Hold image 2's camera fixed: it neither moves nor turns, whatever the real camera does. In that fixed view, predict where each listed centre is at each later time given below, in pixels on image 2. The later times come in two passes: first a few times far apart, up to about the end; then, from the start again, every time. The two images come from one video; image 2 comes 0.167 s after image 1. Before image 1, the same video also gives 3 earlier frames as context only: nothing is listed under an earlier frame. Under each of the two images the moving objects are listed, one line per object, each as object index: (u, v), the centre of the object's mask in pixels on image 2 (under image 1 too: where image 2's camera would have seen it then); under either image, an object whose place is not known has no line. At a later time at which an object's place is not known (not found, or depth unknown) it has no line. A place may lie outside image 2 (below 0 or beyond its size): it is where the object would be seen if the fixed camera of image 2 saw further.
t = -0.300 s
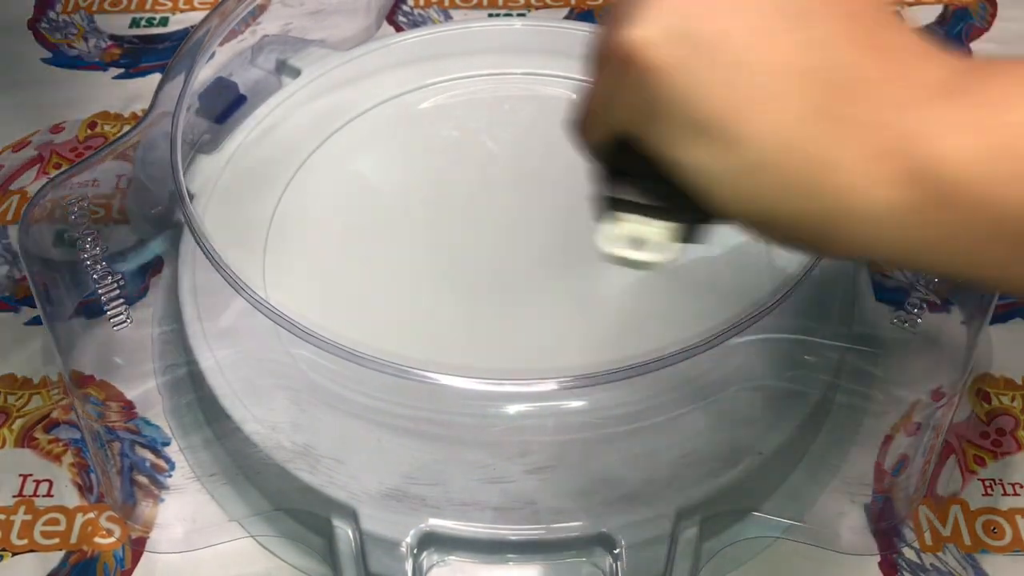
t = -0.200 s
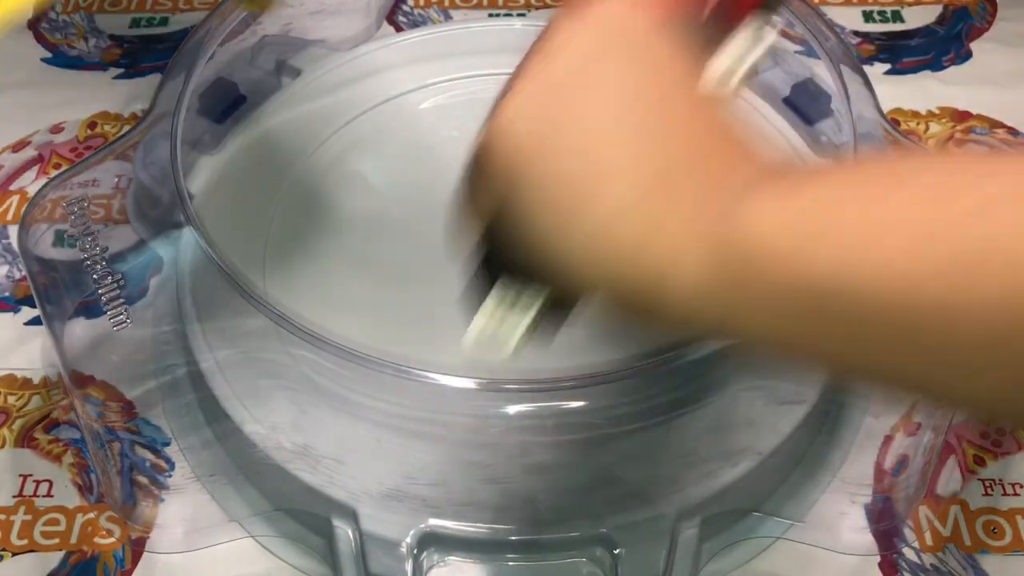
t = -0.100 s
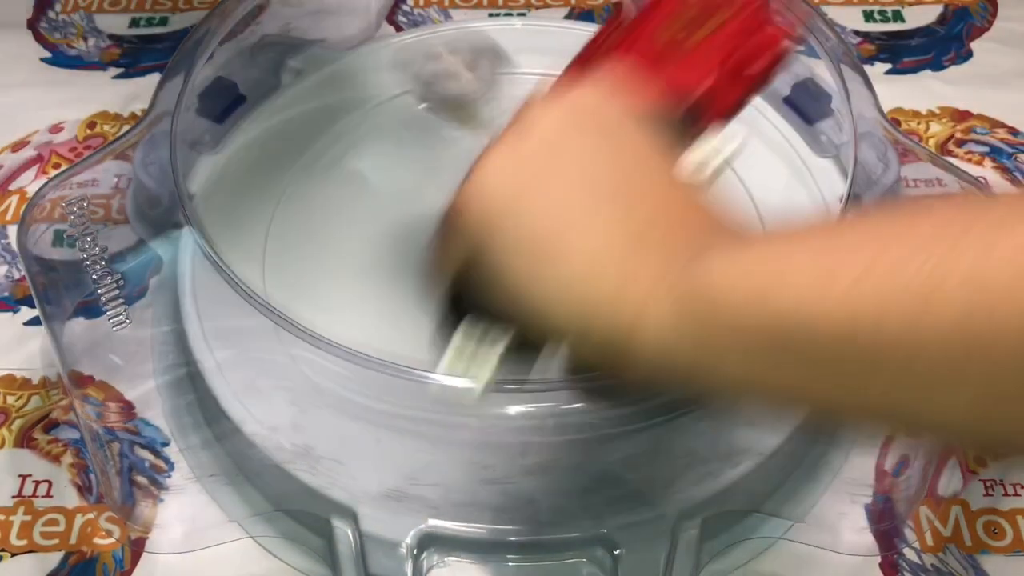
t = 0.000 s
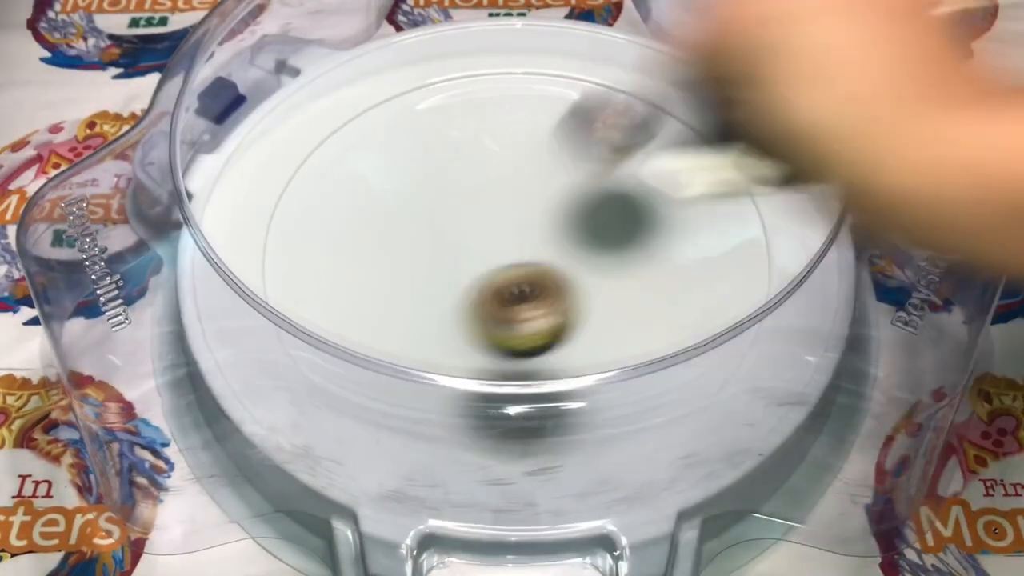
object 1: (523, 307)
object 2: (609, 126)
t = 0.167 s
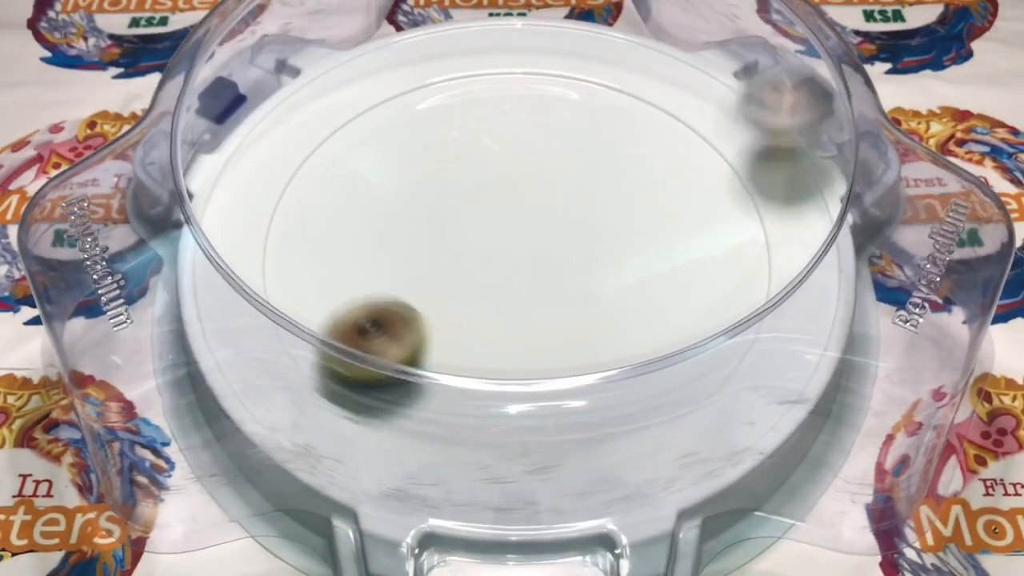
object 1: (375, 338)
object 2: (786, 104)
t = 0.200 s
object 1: (365, 321)
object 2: (768, 141)
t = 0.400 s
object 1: (392, 243)
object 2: (524, 191)
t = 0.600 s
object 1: (354, 204)
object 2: (522, 203)
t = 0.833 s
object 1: (398, 234)
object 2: (497, 211)
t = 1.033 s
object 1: (400, 273)
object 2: (503, 187)
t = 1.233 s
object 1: (472, 283)
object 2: (473, 198)
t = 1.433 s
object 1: (524, 282)
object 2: (492, 160)
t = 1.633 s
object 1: (556, 223)
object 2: (452, 153)
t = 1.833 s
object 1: (549, 177)
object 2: (444, 178)
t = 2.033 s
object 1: (520, 143)
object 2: (456, 207)
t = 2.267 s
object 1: (482, 144)
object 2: (529, 220)
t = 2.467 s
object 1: (457, 195)
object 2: (557, 197)
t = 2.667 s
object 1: (506, 250)
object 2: (571, 188)
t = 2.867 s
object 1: (600, 258)
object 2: (558, 184)
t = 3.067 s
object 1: (657, 192)
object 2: (555, 194)
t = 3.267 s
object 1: (595, 120)
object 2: (555, 212)
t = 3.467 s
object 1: (438, 157)
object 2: (550, 229)
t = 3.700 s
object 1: (406, 345)
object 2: (553, 251)
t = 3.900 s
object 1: (633, 415)
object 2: (560, 265)
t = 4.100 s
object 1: (744, 225)
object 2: (555, 275)
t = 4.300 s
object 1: (603, 70)
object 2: (536, 269)
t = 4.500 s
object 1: (351, 102)
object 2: (508, 251)
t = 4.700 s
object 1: (296, 318)
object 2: (498, 244)
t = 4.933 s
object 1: (633, 413)
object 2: (492, 241)
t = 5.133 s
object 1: (752, 203)
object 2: (488, 239)
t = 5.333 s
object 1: (556, 62)
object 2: (486, 230)
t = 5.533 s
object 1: (331, 123)
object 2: (498, 211)
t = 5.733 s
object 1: (300, 315)
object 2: (512, 212)
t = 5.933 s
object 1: (566, 428)
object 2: (519, 213)
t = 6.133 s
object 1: (759, 246)
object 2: (535, 218)
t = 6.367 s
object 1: (588, 65)
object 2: (543, 223)
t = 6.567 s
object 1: (380, 96)
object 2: (558, 221)
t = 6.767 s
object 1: (306, 249)
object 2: (555, 229)
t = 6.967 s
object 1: (484, 403)
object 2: (546, 237)
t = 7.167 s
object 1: (740, 312)
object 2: (535, 247)
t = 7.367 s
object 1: (695, 119)
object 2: (521, 249)
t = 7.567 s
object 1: (491, 65)
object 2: (516, 252)
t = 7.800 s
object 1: (319, 191)
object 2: (504, 246)
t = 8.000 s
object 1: (396, 376)
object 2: (500, 241)
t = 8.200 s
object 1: (666, 370)
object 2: (501, 231)
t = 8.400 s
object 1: (748, 190)
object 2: (504, 226)
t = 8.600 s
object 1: (583, 71)
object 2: (509, 216)
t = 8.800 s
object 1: (387, 109)
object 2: (522, 213)
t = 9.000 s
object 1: (322, 276)
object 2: (530, 212)
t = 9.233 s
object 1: (570, 405)
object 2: (537, 217)
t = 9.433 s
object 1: (746, 255)
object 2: (545, 225)
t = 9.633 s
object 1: (663, 102)
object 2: (546, 236)
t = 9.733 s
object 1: (574, 73)
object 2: (545, 238)
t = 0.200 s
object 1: (365, 321)
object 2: (768, 141)
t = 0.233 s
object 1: (354, 310)
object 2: (730, 123)
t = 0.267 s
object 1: (350, 299)
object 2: (695, 124)
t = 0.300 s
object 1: (354, 286)
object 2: (654, 140)
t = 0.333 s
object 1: (363, 269)
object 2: (606, 175)
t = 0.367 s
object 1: (376, 254)
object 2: (566, 196)
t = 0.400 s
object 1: (392, 243)
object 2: (524, 191)
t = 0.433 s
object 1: (405, 230)
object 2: (493, 194)
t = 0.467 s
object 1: (387, 210)
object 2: (498, 189)
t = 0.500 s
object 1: (375, 204)
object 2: (505, 197)
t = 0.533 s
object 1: (364, 210)
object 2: (511, 197)
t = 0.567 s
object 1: (357, 204)
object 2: (517, 199)
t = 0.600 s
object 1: (354, 204)
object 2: (522, 203)
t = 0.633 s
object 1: (354, 204)
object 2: (526, 207)
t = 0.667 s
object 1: (356, 205)
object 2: (527, 210)
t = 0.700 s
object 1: (362, 210)
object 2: (525, 213)
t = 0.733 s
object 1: (370, 215)
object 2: (520, 214)
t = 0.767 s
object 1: (380, 221)
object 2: (512, 215)
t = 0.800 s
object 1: (391, 227)
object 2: (502, 213)
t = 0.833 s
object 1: (398, 234)
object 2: (497, 211)
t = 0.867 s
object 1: (395, 242)
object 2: (504, 207)
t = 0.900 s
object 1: (393, 249)
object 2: (509, 204)
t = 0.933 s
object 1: (392, 256)
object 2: (511, 200)
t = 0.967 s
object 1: (393, 262)
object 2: (510, 195)
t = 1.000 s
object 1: (395, 268)
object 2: (508, 190)
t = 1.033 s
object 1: (400, 273)
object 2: (503, 187)
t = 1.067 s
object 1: (407, 278)
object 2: (497, 184)
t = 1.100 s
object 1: (418, 284)
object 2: (490, 184)
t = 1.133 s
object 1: (432, 288)
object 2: (483, 186)
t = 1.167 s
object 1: (445, 290)
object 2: (478, 189)
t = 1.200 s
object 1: (459, 288)
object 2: (474, 194)
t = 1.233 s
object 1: (472, 283)
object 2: (473, 198)
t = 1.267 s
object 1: (484, 280)
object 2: (475, 197)
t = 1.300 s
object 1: (493, 288)
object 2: (481, 181)
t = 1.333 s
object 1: (501, 291)
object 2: (487, 169)
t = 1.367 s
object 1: (509, 292)
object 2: (491, 162)
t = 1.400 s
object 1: (517, 289)
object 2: (492, 160)
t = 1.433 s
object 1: (524, 282)
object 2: (492, 160)
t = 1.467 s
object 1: (529, 272)
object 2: (489, 162)
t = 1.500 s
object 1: (534, 261)
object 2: (485, 165)
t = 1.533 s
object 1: (537, 248)
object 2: (480, 169)
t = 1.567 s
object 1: (540, 234)
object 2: (476, 171)
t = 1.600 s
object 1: (549, 229)
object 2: (463, 161)
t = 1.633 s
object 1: (556, 223)
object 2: (452, 153)
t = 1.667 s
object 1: (561, 216)
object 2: (445, 150)
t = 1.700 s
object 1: (563, 209)
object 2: (441, 151)
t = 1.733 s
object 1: (562, 199)
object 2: (440, 156)
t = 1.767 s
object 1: (559, 192)
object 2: (440, 163)
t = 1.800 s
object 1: (555, 185)
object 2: (441, 171)
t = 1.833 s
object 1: (549, 177)
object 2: (444, 178)
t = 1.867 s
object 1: (542, 169)
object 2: (445, 185)
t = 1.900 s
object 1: (538, 161)
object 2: (442, 190)
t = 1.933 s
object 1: (533, 155)
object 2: (442, 194)
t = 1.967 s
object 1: (527, 150)
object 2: (446, 198)
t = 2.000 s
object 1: (523, 147)
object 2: (451, 202)
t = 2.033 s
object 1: (520, 143)
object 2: (456, 207)
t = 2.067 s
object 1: (517, 140)
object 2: (464, 210)
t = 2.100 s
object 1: (512, 139)
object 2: (474, 213)
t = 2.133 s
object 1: (507, 137)
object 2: (486, 217)
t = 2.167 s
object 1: (502, 136)
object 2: (496, 219)
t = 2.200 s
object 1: (496, 137)
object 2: (508, 221)
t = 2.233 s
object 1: (490, 139)
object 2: (519, 221)
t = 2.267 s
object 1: (482, 144)
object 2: (529, 220)
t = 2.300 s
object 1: (474, 150)
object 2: (536, 217)
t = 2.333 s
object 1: (466, 158)
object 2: (542, 214)
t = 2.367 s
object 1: (460, 167)
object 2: (547, 210)
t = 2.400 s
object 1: (455, 176)
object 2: (552, 205)
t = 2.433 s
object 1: (454, 185)
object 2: (555, 201)
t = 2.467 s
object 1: (457, 195)
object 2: (557, 197)
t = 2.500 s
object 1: (461, 205)
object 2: (560, 194)
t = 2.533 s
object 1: (467, 215)
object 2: (563, 193)
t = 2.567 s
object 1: (475, 225)
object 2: (567, 192)
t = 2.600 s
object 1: (484, 235)
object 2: (569, 191)
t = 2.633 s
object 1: (494, 244)
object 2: (570, 190)
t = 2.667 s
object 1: (506, 250)
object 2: (571, 188)
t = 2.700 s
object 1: (518, 258)
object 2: (570, 186)
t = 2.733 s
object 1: (534, 263)
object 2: (569, 185)
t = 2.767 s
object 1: (551, 265)
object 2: (567, 184)
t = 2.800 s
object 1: (567, 266)
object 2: (564, 184)
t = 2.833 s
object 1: (585, 264)
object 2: (561, 184)
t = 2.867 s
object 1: (600, 258)
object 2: (558, 184)
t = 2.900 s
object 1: (614, 252)
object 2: (555, 185)
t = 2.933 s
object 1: (628, 243)
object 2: (554, 186)
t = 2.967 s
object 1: (640, 232)
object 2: (554, 187)
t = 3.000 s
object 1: (648, 219)
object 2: (554, 189)
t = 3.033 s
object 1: (654, 207)
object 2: (555, 192)
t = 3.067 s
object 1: (657, 192)
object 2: (555, 194)
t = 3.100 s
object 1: (657, 179)
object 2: (555, 196)
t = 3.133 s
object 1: (652, 165)
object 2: (555, 199)
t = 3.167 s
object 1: (644, 152)
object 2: (555, 202)
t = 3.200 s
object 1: (631, 139)
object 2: (556, 205)
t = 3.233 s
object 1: (615, 129)
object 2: (556, 209)
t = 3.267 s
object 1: (595, 120)
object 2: (555, 212)
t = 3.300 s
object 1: (571, 116)
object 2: (555, 214)
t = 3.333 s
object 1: (545, 116)
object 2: (554, 218)
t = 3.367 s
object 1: (518, 119)
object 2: (553, 220)
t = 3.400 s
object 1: (491, 128)
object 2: (552, 223)
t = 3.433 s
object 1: (463, 140)
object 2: (551, 226)
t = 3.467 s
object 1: (438, 157)
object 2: (550, 229)
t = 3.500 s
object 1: (416, 178)
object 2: (549, 232)
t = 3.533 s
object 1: (399, 202)
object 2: (549, 235)
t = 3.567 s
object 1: (387, 228)
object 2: (549, 238)
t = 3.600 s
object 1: (380, 258)
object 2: (549, 241)
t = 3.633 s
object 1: (380, 289)
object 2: (550, 244)
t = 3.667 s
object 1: (389, 315)
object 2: (551, 247)
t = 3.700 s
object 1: (406, 345)
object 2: (553, 251)
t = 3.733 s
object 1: (431, 372)
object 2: (554, 254)
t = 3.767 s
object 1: (460, 400)
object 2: (556, 257)
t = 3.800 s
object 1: (500, 416)
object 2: (557, 259)
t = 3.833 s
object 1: (545, 429)
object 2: (558, 262)
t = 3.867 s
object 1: (588, 426)
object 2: (559, 263)
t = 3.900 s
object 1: (633, 415)
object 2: (560, 265)
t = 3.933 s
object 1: (664, 387)
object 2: (560, 267)
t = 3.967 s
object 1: (692, 357)
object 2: (561, 269)
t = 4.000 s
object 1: (716, 326)
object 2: (560, 271)
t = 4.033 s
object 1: (733, 293)
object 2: (559, 273)
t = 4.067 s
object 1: (743, 260)
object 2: (557, 275)
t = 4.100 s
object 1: (744, 225)
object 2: (555, 275)
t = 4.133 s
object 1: (737, 191)
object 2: (553, 275)
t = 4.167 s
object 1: (721, 159)
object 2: (551, 275)
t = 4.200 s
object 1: (701, 130)
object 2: (548, 274)
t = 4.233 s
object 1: (674, 104)
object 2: (544, 272)
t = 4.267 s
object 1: (641, 83)
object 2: (540, 271)
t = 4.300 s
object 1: (603, 70)
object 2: (536, 269)
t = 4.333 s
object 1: (558, 62)
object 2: (531, 266)
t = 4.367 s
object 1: (514, 60)
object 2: (526, 263)
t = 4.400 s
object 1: (470, 63)
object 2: (521, 260)
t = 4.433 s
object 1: (429, 71)
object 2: (516, 257)
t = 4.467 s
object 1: (388, 84)
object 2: (512, 254)
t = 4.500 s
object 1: (351, 102)
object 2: (508, 251)
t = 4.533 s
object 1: (322, 129)
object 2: (505, 249)
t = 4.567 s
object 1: (298, 162)
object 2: (503, 246)
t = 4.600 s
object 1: (279, 199)
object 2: (502, 245)
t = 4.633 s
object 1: (272, 237)
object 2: (500, 244)
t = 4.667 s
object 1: (284, 271)
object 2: (499, 244)
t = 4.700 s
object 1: (296, 318)
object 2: (498, 244)
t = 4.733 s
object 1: (324, 354)
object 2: (496, 245)
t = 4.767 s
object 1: (366, 387)
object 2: (495, 244)
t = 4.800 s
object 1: (410, 416)
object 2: (493, 244)
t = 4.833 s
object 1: (464, 428)
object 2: (493, 243)
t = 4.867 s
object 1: (522, 432)
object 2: (492, 243)
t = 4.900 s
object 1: (581, 426)
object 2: (492, 242)
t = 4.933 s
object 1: (633, 413)
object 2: (492, 241)
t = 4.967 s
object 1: (673, 386)
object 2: (491, 241)
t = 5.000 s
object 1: (711, 351)
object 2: (491, 241)
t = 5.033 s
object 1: (737, 320)
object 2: (491, 240)
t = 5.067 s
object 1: (745, 277)
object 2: (490, 240)
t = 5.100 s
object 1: (759, 243)
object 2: (489, 239)
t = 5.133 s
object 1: (752, 203)
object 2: (488, 239)
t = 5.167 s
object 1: (737, 166)
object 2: (487, 237)
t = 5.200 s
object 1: (711, 132)
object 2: (486, 236)
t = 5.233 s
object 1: (678, 105)
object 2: (486, 234)
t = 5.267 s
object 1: (640, 83)
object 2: (485, 233)
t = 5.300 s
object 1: (600, 70)
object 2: (486, 232)
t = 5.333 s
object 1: (556, 62)
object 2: (486, 230)
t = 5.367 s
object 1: (513, 58)
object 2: (486, 227)
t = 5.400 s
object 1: (471, 60)
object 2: (487, 223)
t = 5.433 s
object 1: (431, 69)
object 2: (488, 220)
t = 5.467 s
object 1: (394, 83)
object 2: (491, 217)
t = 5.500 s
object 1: (360, 98)
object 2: (494, 214)
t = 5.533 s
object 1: (331, 123)
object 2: (498, 211)
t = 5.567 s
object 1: (307, 150)
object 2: (501, 210)
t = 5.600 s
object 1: (289, 181)
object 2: (504, 210)
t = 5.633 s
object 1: (277, 211)
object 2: (507, 210)
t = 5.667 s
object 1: (273, 243)
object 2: (510, 210)
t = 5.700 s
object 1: (288, 275)
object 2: (511, 211)
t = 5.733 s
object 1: (300, 315)
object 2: (512, 212)
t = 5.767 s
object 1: (324, 351)
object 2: (513, 213)
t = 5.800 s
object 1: (361, 380)
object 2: (514, 213)
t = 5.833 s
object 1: (404, 413)
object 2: (514, 213)
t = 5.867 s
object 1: (453, 427)
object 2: (515, 213)
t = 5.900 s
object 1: (511, 432)
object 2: (517, 212)
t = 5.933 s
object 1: (566, 428)
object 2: (519, 213)
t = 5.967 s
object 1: (623, 417)
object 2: (522, 213)
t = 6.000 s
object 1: (670, 384)
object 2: (525, 214)
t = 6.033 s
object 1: (709, 354)
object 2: (527, 215)
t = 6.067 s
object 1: (735, 325)
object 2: (530, 216)
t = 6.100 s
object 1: (754, 285)
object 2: (532, 217)
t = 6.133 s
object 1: (759, 246)
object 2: (535, 218)
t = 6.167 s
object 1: (755, 210)
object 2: (537, 218)
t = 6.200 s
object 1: (741, 174)
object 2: (539, 219)
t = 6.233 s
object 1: (720, 143)
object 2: (541, 220)
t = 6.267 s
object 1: (691, 115)
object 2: (541, 222)
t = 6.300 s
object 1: (659, 94)
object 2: (542, 222)
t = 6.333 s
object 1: (625, 77)
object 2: (542, 223)
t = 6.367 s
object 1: (588, 65)
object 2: (543, 223)
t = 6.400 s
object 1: (548, 59)
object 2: (543, 223)
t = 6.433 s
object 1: (511, 57)
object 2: (545, 222)
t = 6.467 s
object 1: (475, 62)
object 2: (548, 221)
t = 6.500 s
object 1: (440, 70)
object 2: (552, 220)
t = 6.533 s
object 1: (408, 82)
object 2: (555, 221)
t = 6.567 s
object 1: (380, 96)
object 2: (558, 221)
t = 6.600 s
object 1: (357, 115)
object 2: (560, 222)
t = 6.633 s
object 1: (338, 139)
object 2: (561, 224)
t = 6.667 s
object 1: (322, 163)
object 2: (561, 225)
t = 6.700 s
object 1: (312, 188)
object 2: (559, 226)
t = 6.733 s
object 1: (306, 218)
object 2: (558, 228)
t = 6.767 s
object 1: (306, 249)
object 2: (555, 229)
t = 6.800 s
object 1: (316, 281)
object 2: (554, 230)
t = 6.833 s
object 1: (339, 306)
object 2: (552, 231)
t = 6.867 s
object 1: (360, 340)
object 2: (550, 232)
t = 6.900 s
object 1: (397, 365)
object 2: (549, 234)
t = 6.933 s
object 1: (437, 388)
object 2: (548, 235)
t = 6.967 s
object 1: (484, 403)
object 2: (546, 237)
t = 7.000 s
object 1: (535, 409)
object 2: (545, 238)
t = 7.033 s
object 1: (589, 407)
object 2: (543, 240)
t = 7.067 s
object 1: (640, 391)
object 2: (542, 242)
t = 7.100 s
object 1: (682, 371)
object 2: (540, 244)
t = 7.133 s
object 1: (720, 344)
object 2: (538, 245)
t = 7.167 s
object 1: (740, 312)
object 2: (535, 247)
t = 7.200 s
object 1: (747, 272)
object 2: (533, 248)
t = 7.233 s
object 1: (757, 241)
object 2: (530, 249)
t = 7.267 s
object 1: (754, 207)
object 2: (527, 249)
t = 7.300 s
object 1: (740, 172)
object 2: (525, 249)
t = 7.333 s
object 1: (721, 145)
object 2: (522, 250)
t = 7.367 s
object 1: (695, 119)
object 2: (521, 249)
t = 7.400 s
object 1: (665, 98)
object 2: (520, 250)
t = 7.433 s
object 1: (632, 81)
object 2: (519, 250)
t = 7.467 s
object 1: (599, 70)
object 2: (519, 250)
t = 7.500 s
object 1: (561, 63)
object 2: (518, 250)
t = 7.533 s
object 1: (525, 61)
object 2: (517, 251)
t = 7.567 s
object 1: (491, 65)
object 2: (516, 252)
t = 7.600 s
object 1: (460, 72)
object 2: (514, 252)
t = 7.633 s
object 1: (429, 83)
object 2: (512, 251)
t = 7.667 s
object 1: (400, 97)
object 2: (509, 251)
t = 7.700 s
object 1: (375, 115)
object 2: (507, 249)
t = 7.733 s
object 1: (352, 137)
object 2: (505, 248)
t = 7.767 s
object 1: (333, 161)
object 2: (505, 247)
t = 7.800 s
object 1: (319, 191)
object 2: (504, 246)
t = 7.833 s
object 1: (312, 221)
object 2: (504, 245)
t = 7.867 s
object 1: (312, 254)
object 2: (503, 245)
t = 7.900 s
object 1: (323, 287)
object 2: (503, 244)
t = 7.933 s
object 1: (344, 310)
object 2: (502, 244)
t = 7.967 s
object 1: (365, 342)
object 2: (501, 242)
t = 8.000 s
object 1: (396, 376)
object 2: (500, 241)
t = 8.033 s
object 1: (435, 396)
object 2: (499, 240)
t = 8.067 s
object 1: (480, 408)
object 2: (498, 238)
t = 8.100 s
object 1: (528, 411)
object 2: (499, 236)
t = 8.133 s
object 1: (576, 406)
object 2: (499, 235)
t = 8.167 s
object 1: (625, 390)
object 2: (500, 233)
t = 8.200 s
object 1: (666, 370)
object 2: (501, 231)
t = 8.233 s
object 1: (699, 346)
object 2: (502, 230)
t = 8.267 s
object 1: (726, 316)
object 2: (503, 230)
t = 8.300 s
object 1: (738, 282)
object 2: (503, 229)
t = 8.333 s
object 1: (754, 254)
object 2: (504, 228)
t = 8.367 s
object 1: (756, 221)
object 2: (504, 227)
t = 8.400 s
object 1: (748, 190)
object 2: (504, 226)
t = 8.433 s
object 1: (730, 161)
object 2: (505, 225)
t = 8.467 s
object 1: (709, 134)
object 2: (505, 223)
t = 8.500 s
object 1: (682, 112)
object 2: (506, 222)
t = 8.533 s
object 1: (652, 94)
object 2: (506, 220)
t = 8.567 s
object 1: (619, 80)
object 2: (508, 218)
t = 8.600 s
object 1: (583, 71)
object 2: (509, 216)
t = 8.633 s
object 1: (547, 66)
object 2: (512, 215)
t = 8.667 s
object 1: (511, 65)
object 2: (515, 213)
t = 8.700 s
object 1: (478, 70)
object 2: (518, 213)
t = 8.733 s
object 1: (446, 78)
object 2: (520, 212)
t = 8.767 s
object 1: (416, 91)
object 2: (521, 213)
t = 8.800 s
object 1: (387, 109)
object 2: (522, 213)
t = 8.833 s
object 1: (362, 129)
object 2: (523, 212)
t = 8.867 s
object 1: (340, 154)
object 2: (524, 211)
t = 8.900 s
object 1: (324, 182)
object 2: (525, 211)
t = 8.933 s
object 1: (317, 212)
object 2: (527, 211)
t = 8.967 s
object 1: (316, 242)
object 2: (528, 211)
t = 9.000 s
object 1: (322, 276)
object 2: (530, 212)
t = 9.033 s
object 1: (340, 302)
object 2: (532, 213)
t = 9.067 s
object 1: (363, 332)
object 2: (533, 214)
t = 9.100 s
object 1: (392, 361)
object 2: (534, 215)
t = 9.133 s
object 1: (427, 383)
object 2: (534, 216)
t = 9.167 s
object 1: (470, 398)
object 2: (535, 216)
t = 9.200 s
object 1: (520, 407)
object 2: (536, 217)
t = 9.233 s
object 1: (570, 405)
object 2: (537, 217)
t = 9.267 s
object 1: (617, 390)
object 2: (539, 218)
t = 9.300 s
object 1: (660, 373)
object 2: (541, 219)
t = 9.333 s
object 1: (697, 345)
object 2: (542, 220)
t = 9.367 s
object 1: (721, 318)
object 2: (543, 221)
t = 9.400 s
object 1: (734, 282)
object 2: (545, 223)
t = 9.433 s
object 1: (746, 255)
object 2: (545, 225)
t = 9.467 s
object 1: (746, 223)
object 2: (546, 226)
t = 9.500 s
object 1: (740, 193)
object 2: (547, 229)
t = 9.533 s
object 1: (728, 162)
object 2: (546, 231)
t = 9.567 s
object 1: (710, 139)
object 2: (546, 233)
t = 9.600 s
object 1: (688, 120)
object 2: (546, 235)
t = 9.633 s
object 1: (663, 102)
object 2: (546, 236)
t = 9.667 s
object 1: (635, 89)
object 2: (545, 237)
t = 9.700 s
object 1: (605, 79)
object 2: (545, 238)
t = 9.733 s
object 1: (574, 73)
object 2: (545, 238)
